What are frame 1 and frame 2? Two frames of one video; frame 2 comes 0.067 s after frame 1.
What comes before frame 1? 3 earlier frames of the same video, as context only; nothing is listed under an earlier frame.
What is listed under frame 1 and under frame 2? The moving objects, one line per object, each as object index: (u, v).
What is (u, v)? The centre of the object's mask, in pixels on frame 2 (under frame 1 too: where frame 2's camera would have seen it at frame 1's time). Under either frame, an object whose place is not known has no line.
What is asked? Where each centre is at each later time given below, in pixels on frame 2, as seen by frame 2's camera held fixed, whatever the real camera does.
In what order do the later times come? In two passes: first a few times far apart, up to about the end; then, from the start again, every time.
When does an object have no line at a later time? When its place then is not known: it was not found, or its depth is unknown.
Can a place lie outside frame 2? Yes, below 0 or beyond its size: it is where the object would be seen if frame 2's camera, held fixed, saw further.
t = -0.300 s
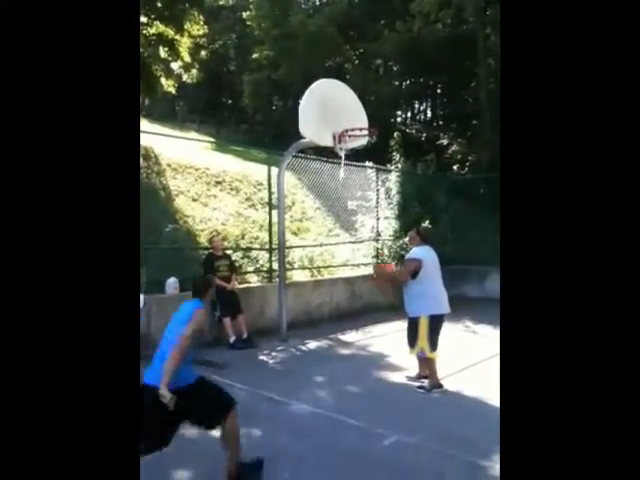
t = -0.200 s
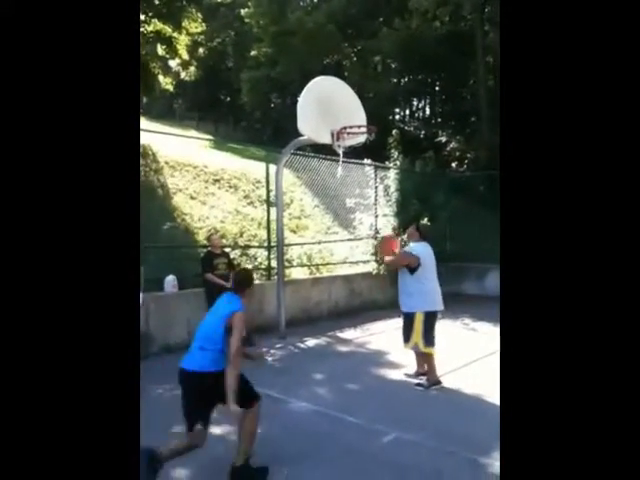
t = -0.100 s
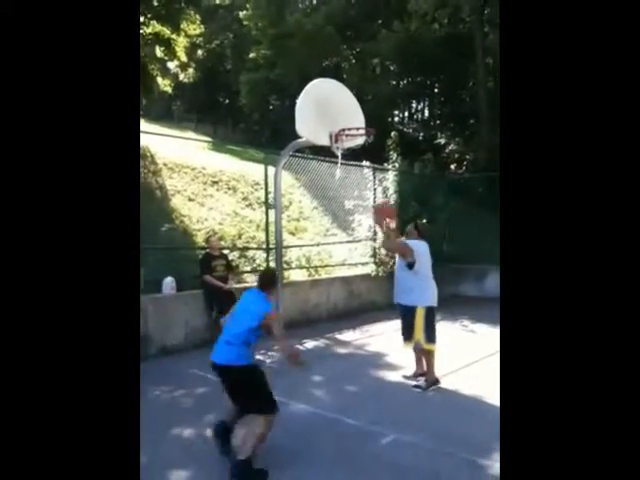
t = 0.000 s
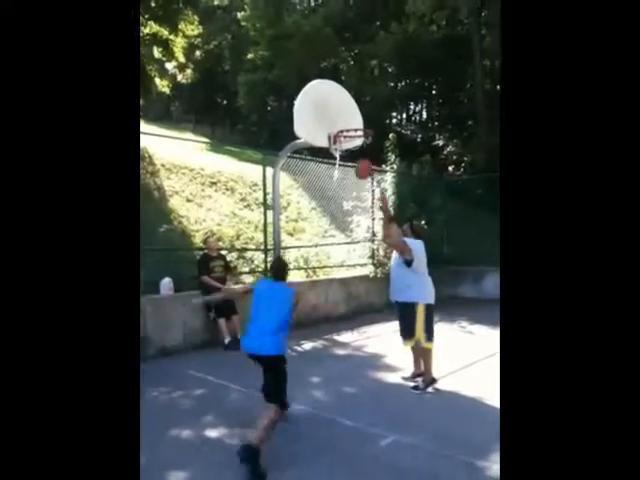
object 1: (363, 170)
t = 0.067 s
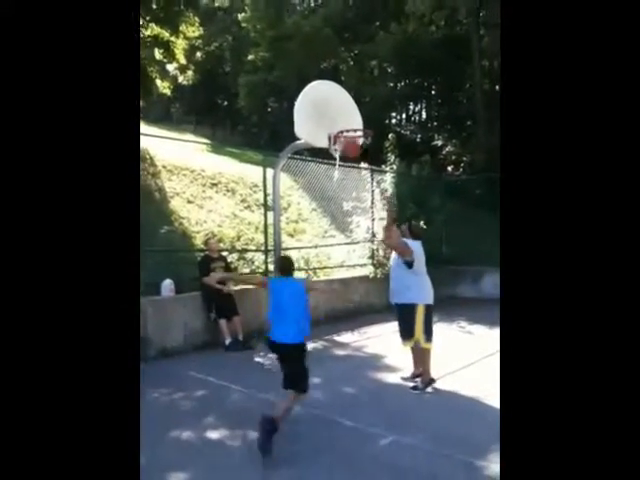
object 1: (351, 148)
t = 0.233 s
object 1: (321, 111)
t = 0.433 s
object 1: (324, 101)
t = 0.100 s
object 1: (345, 138)
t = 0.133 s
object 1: (339, 130)
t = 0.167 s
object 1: (333, 123)
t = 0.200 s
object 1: (327, 116)
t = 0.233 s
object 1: (321, 111)
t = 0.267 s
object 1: (315, 106)
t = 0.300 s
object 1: (311, 103)
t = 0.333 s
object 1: (314, 102)
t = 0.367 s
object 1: (318, 100)
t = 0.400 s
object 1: (321, 100)
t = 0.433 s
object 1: (324, 101)
